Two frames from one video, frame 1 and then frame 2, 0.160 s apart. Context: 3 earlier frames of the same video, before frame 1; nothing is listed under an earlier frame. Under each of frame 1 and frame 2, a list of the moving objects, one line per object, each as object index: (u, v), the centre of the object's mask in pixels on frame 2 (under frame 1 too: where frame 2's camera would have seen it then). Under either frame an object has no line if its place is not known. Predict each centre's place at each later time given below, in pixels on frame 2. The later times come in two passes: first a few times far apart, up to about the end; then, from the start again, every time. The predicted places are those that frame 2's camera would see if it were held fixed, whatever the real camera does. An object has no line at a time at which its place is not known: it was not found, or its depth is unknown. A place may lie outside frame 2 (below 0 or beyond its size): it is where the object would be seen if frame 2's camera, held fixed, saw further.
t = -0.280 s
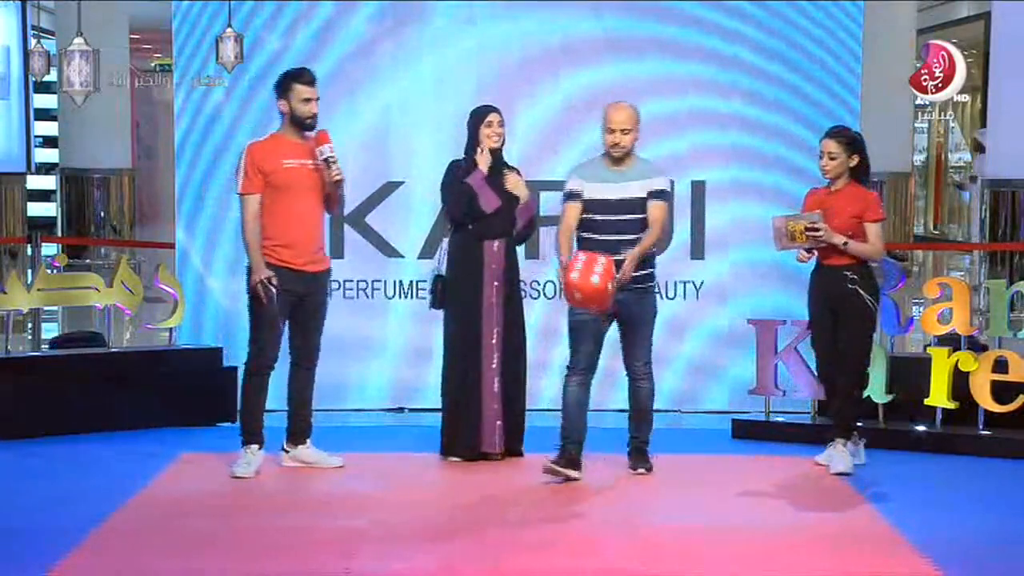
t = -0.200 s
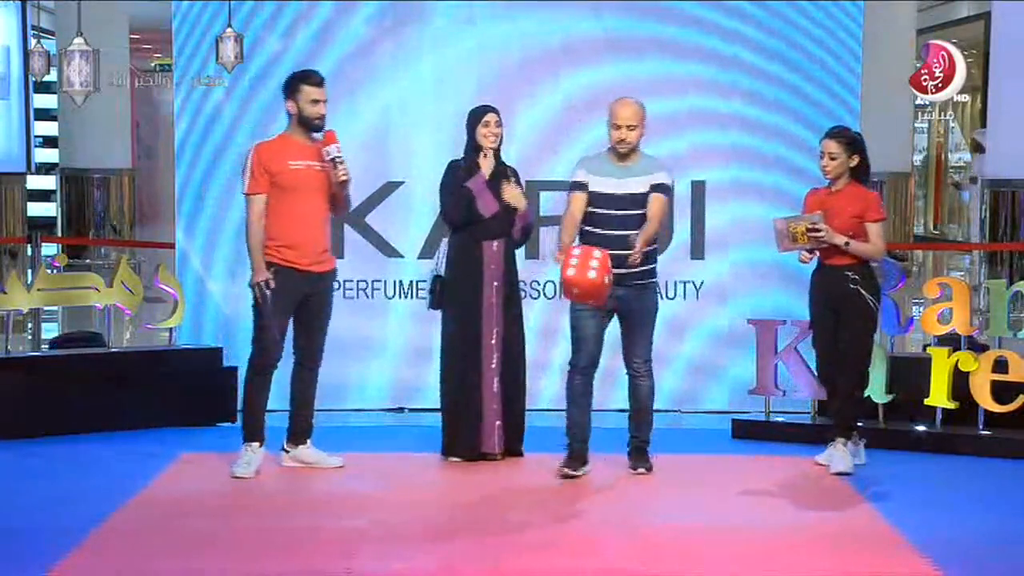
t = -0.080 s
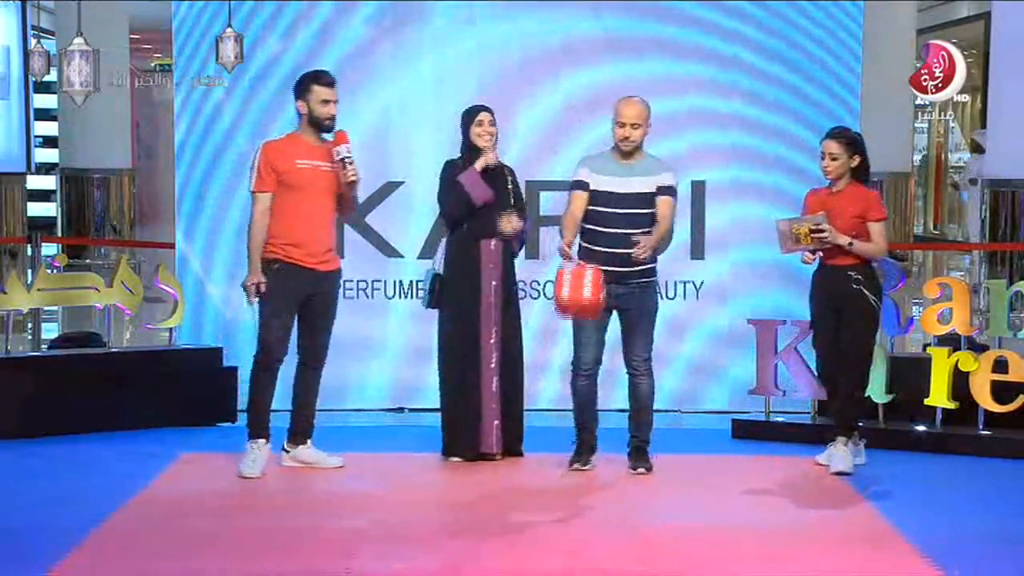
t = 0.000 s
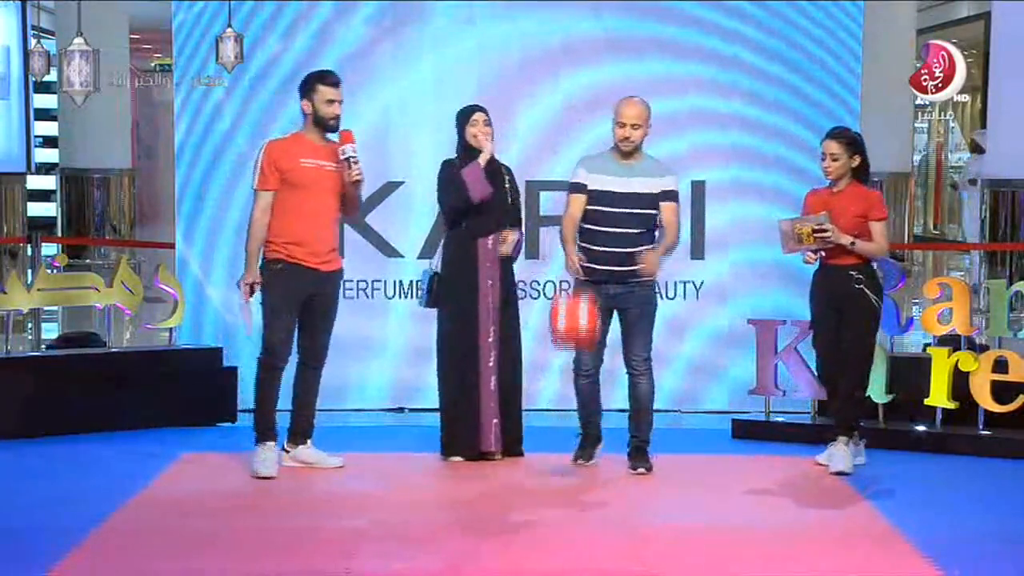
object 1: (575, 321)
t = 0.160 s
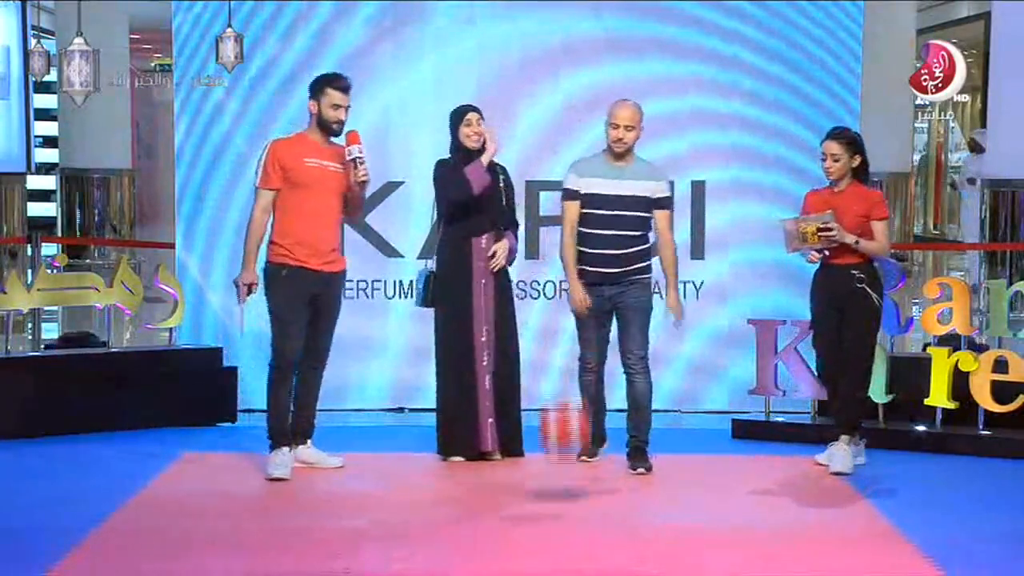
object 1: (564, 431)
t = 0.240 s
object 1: (562, 484)
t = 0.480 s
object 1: (600, 450)
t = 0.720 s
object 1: (616, 484)
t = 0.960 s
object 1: (591, 502)
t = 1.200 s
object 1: (561, 507)
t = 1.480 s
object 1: (543, 517)
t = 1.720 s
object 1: (518, 525)
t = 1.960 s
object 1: (481, 522)
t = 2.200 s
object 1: (460, 532)
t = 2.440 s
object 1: (437, 537)
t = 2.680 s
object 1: (404, 538)
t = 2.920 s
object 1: (388, 544)
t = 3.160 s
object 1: (364, 547)
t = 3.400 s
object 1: (349, 545)
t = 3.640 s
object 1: (343, 545)
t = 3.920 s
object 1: (366, 548)
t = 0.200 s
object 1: (561, 472)
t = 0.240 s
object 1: (562, 484)
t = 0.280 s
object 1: (569, 467)
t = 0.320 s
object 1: (575, 456)
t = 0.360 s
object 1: (582, 448)
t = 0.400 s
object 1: (587, 445)
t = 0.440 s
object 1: (594, 446)
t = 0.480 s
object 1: (600, 450)
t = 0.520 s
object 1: (606, 458)
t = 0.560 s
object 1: (612, 469)
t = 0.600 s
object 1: (619, 484)
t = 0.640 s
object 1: (621, 495)
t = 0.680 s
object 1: (619, 488)
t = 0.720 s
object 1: (616, 484)
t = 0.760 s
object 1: (613, 482)
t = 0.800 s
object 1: (609, 485)
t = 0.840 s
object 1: (606, 490)
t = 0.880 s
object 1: (602, 499)
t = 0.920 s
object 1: (597, 502)
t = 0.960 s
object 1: (591, 502)
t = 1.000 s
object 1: (584, 503)
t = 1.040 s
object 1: (578, 503)
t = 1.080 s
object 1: (574, 501)
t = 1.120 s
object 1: (568, 504)
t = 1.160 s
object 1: (564, 508)
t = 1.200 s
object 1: (561, 507)
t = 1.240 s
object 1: (558, 505)
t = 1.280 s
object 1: (555, 505)
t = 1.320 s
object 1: (553, 507)
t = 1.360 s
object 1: (550, 511)
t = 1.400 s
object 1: (548, 517)
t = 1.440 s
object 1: (545, 519)
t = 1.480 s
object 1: (543, 517)
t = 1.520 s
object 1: (540, 515)
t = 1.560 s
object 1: (537, 515)
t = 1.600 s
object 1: (533, 515)
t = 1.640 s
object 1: (529, 518)
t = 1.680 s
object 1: (524, 522)
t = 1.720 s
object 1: (518, 525)
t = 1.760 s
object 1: (511, 524)
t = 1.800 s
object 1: (504, 524)
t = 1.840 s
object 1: (498, 523)
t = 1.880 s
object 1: (492, 521)
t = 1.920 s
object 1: (487, 521)
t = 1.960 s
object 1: (481, 522)
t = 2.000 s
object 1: (477, 525)
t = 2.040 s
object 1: (472, 529)
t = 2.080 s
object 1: (468, 528)
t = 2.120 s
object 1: (465, 529)
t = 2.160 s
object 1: (463, 531)
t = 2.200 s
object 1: (460, 532)
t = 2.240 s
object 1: (458, 533)
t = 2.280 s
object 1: (456, 534)
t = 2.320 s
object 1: (452, 535)
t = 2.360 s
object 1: (448, 537)
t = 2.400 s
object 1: (443, 537)
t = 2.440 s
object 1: (437, 537)
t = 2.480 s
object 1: (431, 537)
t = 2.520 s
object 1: (425, 538)
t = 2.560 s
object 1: (419, 537)
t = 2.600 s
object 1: (413, 536)
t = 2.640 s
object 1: (409, 536)
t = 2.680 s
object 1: (404, 538)
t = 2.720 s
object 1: (400, 540)
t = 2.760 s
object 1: (396, 544)
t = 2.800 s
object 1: (393, 544)
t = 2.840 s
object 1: (390, 544)
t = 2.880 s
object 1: (389, 544)
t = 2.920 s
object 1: (388, 544)
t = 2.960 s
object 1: (385, 543)
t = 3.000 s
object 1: (382, 543)
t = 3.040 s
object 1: (379, 543)
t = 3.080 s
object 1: (375, 545)
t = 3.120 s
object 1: (370, 547)
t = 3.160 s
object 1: (364, 547)
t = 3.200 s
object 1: (360, 548)
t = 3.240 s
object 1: (356, 548)
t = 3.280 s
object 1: (353, 547)
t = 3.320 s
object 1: (351, 547)
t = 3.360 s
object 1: (350, 546)
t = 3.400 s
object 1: (349, 545)
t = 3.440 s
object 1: (348, 545)
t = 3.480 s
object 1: (346, 545)
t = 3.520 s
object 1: (345, 545)
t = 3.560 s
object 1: (344, 545)
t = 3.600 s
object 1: (343, 545)
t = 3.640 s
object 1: (343, 545)
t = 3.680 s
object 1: (345, 545)
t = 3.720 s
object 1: (347, 545)
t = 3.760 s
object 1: (350, 546)
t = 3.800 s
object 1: (354, 547)
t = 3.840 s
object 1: (358, 548)
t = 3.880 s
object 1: (362, 548)
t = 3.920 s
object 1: (366, 548)
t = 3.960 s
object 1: (369, 547)
